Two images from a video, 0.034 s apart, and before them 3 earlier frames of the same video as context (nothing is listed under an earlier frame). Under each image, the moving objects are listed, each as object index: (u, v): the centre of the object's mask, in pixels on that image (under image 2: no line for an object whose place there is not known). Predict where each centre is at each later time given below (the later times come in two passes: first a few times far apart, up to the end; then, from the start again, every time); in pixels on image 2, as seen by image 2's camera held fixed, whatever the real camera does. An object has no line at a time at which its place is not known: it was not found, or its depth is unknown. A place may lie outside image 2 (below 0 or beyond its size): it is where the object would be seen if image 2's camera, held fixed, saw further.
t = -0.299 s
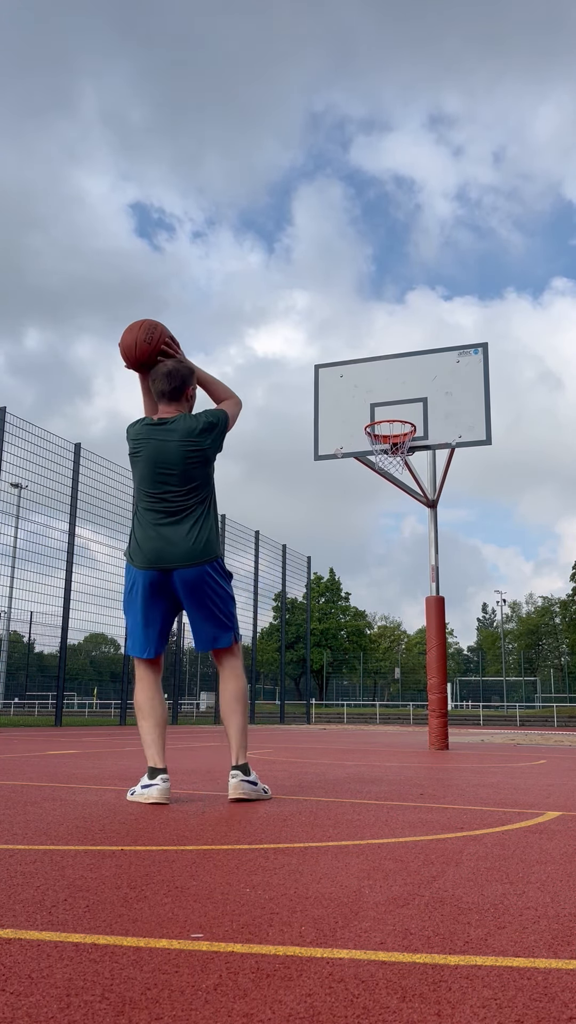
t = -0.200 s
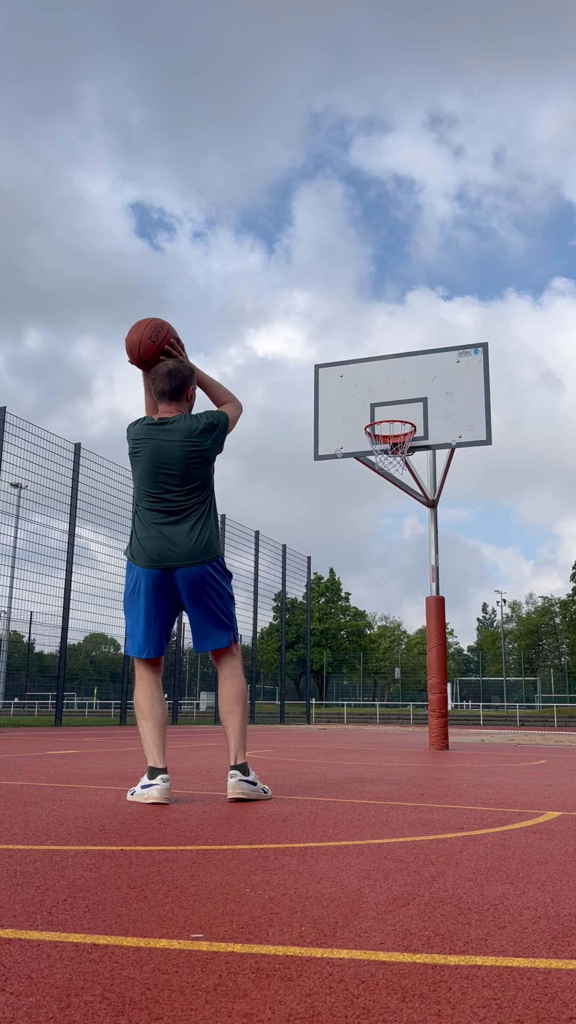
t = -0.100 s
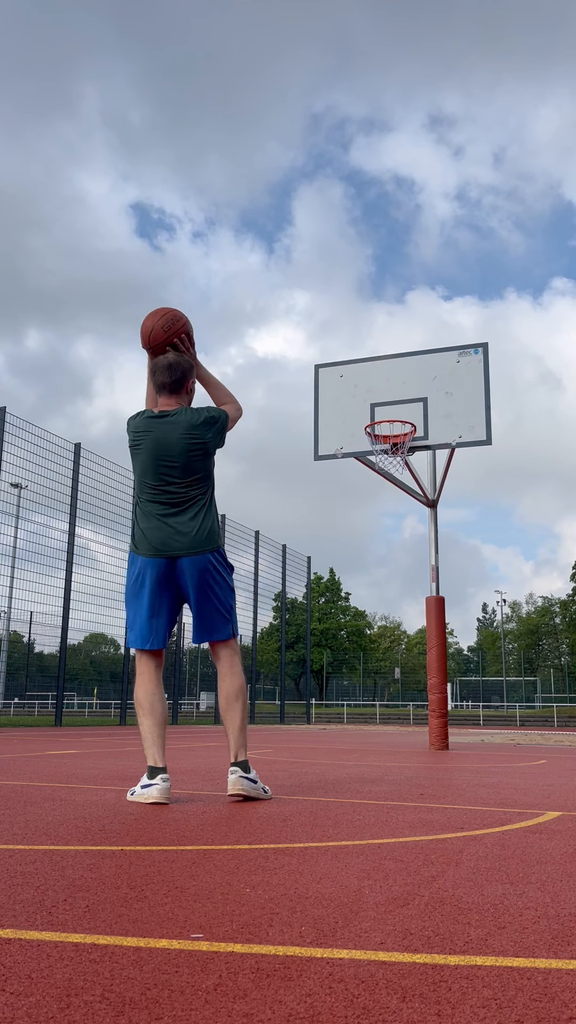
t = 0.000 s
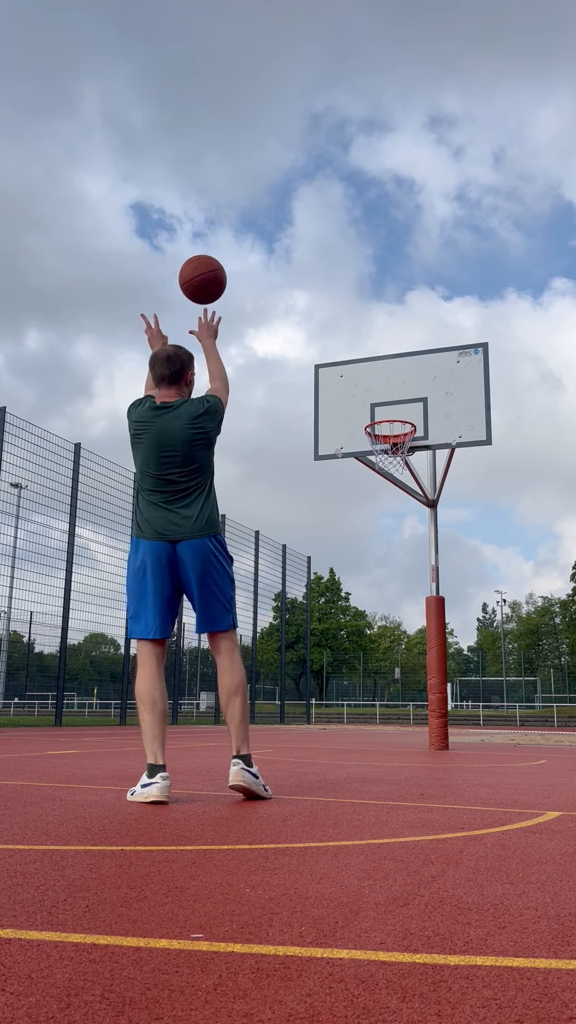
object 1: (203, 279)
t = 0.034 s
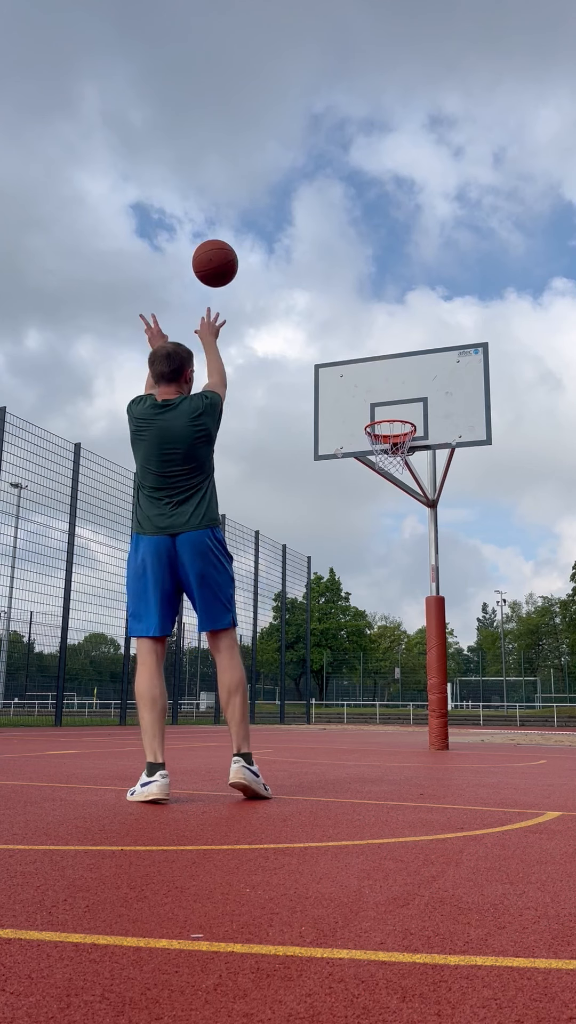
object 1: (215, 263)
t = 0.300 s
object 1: (287, 223)
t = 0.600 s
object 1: (336, 283)
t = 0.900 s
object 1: (370, 408)
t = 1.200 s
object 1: (438, 383)
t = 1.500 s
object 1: (502, 393)
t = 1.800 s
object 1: (569, 495)
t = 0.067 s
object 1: (227, 250)
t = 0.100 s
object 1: (237, 240)
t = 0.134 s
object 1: (247, 233)
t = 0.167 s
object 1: (256, 227)
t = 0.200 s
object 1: (265, 223)
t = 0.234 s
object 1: (273, 221)
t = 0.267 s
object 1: (280, 221)
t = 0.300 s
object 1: (287, 223)
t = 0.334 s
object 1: (294, 225)
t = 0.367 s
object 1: (300, 229)
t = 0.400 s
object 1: (306, 234)
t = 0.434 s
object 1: (312, 240)
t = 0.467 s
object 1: (317, 247)
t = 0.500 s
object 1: (322, 255)
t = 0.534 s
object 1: (327, 263)
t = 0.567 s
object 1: (331, 273)
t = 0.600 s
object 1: (336, 283)
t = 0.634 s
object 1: (340, 294)
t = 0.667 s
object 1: (344, 306)
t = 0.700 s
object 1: (348, 319)
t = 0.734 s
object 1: (352, 332)
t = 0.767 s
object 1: (356, 346)
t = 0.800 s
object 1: (360, 361)
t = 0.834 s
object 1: (363, 376)
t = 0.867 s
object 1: (367, 392)
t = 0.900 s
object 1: (370, 408)
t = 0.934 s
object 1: (373, 417)
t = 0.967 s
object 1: (387, 422)
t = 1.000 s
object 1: (396, 424)
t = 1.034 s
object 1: (404, 414)
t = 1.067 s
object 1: (411, 406)
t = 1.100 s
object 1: (418, 399)
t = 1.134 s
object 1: (425, 393)
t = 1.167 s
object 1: (431, 387)
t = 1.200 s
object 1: (438, 383)
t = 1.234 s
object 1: (445, 380)
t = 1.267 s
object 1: (452, 378)
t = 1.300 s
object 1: (459, 377)
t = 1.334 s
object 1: (466, 376)
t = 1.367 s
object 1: (473, 378)
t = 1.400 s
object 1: (480, 380)
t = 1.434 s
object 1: (488, 383)
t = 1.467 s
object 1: (495, 387)
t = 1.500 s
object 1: (502, 393)
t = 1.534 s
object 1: (510, 399)
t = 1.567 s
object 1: (517, 407)
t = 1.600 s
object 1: (526, 415)
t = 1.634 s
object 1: (533, 426)
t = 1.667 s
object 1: (541, 437)
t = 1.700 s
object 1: (549, 450)
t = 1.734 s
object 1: (558, 464)
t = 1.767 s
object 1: (565, 479)
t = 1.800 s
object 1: (569, 495)
